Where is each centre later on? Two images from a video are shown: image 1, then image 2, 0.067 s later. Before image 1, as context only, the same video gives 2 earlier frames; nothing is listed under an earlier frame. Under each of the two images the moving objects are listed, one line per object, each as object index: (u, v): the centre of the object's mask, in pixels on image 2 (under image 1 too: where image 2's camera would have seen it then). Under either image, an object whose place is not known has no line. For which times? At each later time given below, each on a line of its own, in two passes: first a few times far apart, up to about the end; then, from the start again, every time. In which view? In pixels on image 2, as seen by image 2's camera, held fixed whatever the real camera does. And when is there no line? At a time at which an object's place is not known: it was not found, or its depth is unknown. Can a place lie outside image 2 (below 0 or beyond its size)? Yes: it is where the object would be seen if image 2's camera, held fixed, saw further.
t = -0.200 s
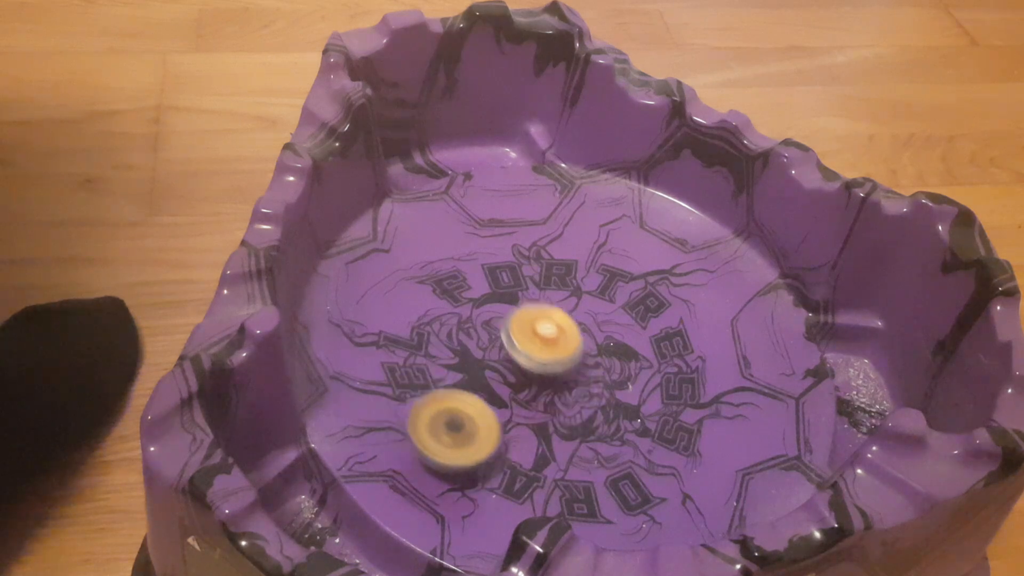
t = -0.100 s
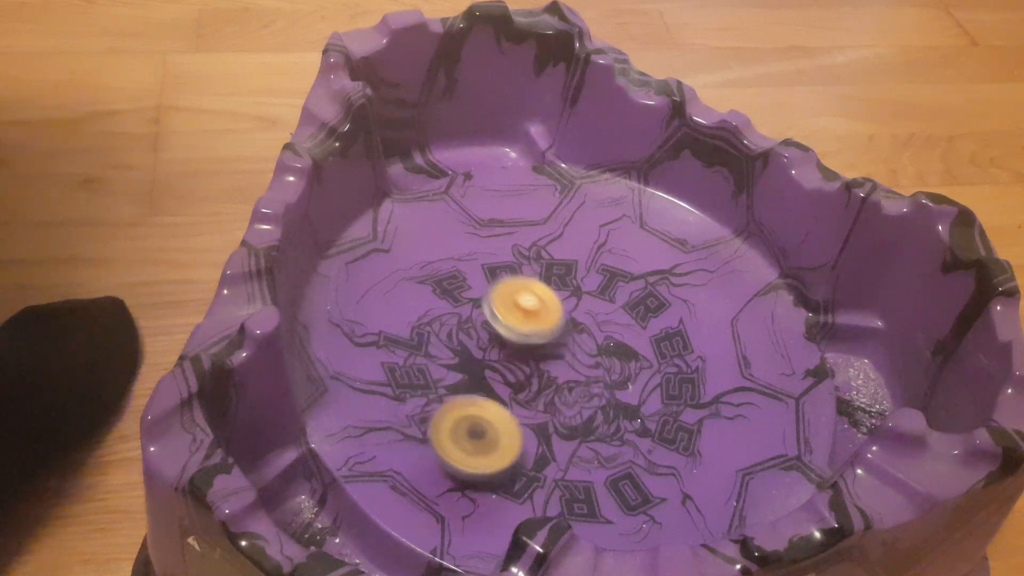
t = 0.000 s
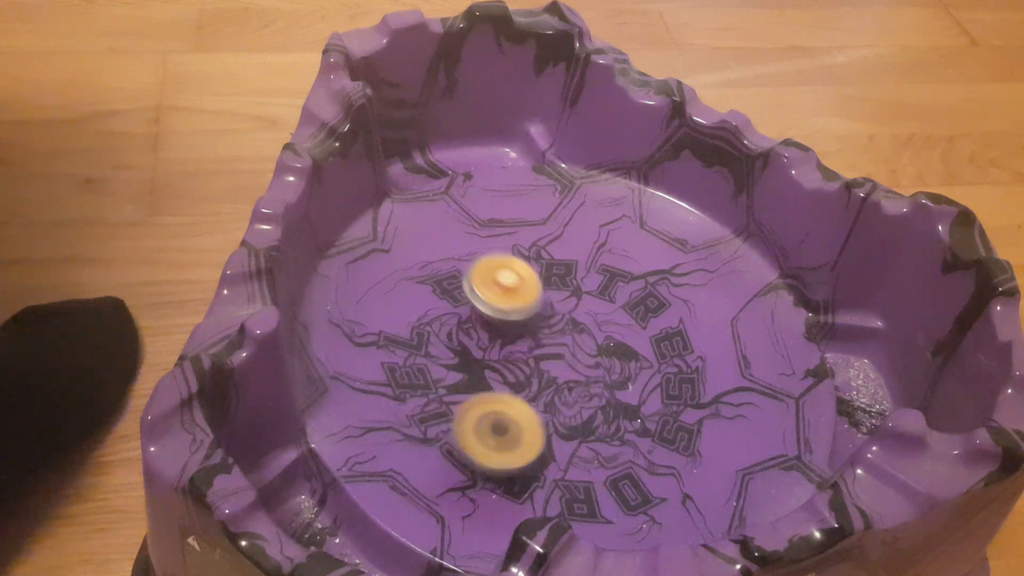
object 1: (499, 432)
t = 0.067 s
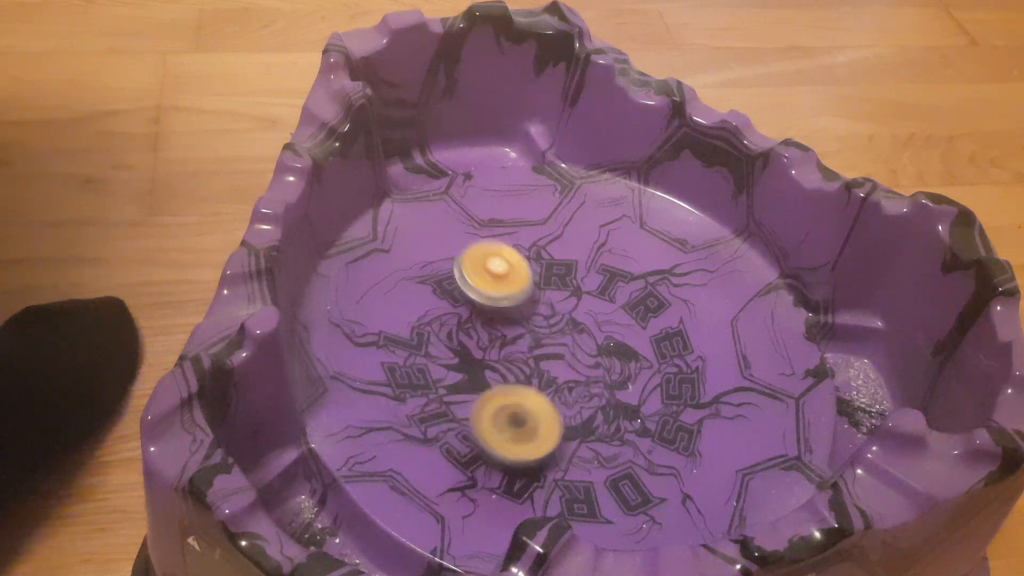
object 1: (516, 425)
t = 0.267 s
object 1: (565, 377)
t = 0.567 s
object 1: (586, 288)
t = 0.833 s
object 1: (662, 258)
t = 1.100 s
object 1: (640, 235)
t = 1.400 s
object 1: (625, 266)
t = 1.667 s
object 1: (622, 317)
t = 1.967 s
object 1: (486, 203)
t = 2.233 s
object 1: (391, 307)
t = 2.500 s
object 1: (366, 384)
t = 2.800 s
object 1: (474, 432)
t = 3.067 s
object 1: (546, 421)
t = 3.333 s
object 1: (591, 446)
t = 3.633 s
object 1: (633, 421)
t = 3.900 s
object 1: (651, 375)
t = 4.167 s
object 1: (646, 368)
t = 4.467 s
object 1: (611, 362)
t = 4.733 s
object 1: (597, 352)
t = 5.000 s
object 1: (625, 373)
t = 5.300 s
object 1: (660, 394)
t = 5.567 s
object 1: (656, 395)
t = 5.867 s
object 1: (625, 389)
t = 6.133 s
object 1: (582, 397)
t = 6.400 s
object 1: (531, 377)
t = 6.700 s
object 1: (511, 347)
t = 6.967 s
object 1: (520, 325)
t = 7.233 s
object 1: (546, 304)
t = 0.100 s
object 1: (526, 419)
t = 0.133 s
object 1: (536, 412)
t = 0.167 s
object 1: (545, 405)
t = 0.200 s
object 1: (552, 396)
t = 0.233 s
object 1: (559, 386)
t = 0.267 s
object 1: (565, 377)
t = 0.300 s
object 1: (570, 367)
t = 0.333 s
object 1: (575, 357)
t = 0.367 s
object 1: (580, 346)
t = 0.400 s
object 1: (583, 336)
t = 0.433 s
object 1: (585, 326)
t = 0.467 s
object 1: (586, 316)
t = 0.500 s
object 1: (586, 306)
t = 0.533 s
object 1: (585, 296)
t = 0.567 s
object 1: (586, 288)
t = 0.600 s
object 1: (605, 288)
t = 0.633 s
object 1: (620, 288)
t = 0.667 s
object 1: (631, 285)
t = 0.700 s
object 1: (638, 280)
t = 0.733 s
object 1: (645, 274)
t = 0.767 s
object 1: (652, 269)
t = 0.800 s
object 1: (657, 264)
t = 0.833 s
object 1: (662, 258)
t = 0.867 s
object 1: (664, 253)
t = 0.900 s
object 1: (663, 248)
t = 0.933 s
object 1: (662, 243)
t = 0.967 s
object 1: (658, 240)
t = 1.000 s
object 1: (654, 237)
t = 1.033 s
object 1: (650, 235)
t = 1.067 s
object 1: (644, 235)
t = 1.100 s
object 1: (640, 235)
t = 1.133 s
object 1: (634, 237)
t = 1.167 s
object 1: (629, 239)
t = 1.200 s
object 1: (624, 243)
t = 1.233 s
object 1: (621, 246)
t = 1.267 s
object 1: (620, 251)
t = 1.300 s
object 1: (620, 256)
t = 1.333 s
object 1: (620, 262)
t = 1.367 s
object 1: (621, 265)
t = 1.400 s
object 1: (625, 266)
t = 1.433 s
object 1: (627, 268)
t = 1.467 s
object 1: (628, 273)
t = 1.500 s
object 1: (628, 281)
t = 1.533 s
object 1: (627, 286)
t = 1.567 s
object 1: (626, 293)
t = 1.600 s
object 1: (624, 300)
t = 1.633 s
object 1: (623, 309)
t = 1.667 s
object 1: (622, 317)
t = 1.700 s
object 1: (618, 302)
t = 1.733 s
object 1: (606, 260)
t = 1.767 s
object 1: (596, 222)
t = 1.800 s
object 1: (583, 186)
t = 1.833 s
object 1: (570, 167)
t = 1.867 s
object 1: (548, 173)
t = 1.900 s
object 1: (524, 186)
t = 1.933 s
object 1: (505, 195)
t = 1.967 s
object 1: (486, 203)
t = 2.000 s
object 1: (469, 214)
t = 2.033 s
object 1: (452, 226)
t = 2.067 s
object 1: (437, 238)
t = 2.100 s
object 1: (424, 251)
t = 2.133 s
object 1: (413, 264)
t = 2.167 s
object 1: (403, 279)
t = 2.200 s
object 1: (396, 293)
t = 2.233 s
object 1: (391, 307)
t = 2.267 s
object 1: (388, 323)
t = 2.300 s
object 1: (388, 340)
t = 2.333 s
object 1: (390, 357)
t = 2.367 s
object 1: (382, 366)
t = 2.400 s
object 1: (357, 366)
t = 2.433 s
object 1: (341, 368)
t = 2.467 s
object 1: (352, 376)
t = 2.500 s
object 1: (366, 384)
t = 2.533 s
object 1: (379, 392)
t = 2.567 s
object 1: (394, 400)
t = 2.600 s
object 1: (408, 407)
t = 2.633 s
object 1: (422, 415)
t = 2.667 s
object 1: (436, 422)
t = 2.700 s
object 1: (449, 427)
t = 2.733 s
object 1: (460, 430)
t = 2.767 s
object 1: (467, 432)
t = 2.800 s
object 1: (474, 432)
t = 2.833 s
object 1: (482, 432)
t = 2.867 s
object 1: (489, 432)
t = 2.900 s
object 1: (500, 430)
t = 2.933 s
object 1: (510, 428)
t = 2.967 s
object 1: (520, 425)
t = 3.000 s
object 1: (531, 421)
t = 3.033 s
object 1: (542, 417)
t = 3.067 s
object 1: (546, 421)
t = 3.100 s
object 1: (545, 435)
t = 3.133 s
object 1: (549, 443)
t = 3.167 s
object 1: (554, 447)
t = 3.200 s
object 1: (562, 448)
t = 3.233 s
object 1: (570, 448)
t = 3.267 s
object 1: (576, 448)
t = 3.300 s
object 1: (584, 448)
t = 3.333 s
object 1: (591, 446)
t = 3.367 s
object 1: (596, 444)
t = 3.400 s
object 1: (602, 443)
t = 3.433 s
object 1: (607, 441)
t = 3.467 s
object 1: (613, 439)
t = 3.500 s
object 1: (617, 436)
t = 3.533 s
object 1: (621, 433)
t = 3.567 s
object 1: (625, 430)
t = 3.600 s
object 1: (630, 425)
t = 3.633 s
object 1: (633, 421)
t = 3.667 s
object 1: (637, 417)
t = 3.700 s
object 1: (641, 411)
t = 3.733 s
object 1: (645, 406)
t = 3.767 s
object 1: (647, 401)
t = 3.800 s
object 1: (650, 395)
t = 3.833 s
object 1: (651, 389)
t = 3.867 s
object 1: (651, 382)
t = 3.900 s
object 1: (651, 375)
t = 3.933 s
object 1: (651, 368)
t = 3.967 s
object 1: (649, 362)
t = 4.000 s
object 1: (649, 362)
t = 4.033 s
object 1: (648, 361)
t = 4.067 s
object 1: (649, 362)
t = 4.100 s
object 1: (648, 362)
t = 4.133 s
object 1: (647, 363)
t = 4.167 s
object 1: (646, 368)
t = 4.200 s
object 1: (642, 372)
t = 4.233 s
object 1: (635, 375)
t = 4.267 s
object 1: (628, 374)
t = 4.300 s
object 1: (622, 373)
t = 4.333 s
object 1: (619, 372)
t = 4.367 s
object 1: (618, 369)
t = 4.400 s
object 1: (616, 368)
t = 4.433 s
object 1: (614, 365)
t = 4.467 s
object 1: (611, 362)
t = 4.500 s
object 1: (608, 360)
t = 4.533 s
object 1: (606, 358)
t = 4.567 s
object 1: (604, 354)
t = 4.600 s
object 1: (601, 352)
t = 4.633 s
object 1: (602, 353)
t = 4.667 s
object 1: (601, 354)
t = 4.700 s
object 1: (599, 353)
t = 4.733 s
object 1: (597, 352)
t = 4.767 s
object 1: (597, 351)
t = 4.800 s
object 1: (596, 349)
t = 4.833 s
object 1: (595, 347)
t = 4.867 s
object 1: (593, 346)
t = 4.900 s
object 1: (597, 349)
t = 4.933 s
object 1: (610, 361)
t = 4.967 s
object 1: (618, 369)
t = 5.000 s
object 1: (625, 373)
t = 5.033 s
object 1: (631, 378)
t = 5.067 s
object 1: (637, 380)
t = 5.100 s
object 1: (642, 384)
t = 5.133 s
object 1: (646, 386)
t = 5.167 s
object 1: (650, 389)
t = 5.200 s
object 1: (653, 391)
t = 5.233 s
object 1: (656, 392)
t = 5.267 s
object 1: (658, 393)
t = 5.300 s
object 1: (660, 394)
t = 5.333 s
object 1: (661, 395)
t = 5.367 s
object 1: (661, 395)
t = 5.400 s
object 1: (661, 395)
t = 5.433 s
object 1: (661, 396)
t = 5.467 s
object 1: (661, 396)
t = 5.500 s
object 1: (660, 396)
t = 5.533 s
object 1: (658, 396)
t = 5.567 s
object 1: (656, 395)
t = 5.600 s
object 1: (654, 393)
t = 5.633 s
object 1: (650, 393)
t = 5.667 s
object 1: (647, 391)
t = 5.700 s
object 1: (644, 390)
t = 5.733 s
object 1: (641, 389)
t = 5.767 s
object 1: (636, 387)
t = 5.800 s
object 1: (631, 386)
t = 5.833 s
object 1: (627, 384)
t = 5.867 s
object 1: (625, 389)
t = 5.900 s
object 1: (622, 398)
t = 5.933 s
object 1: (616, 402)
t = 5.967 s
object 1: (612, 402)
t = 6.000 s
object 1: (607, 402)
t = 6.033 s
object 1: (601, 401)
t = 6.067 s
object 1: (595, 400)
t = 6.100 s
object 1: (588, 398)
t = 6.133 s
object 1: (582, 397)
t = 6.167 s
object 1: (575, 395)
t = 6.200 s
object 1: (568, 392)
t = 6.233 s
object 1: (562, 391)
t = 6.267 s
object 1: (555, 389)
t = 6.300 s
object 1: (548, 385)
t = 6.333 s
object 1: (542, 383)
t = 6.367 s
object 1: (536, 379)
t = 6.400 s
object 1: (531, 377)
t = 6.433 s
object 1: (526, 374)
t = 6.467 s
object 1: (523, 371)
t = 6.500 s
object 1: (521, 367)
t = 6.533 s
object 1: (519, 364)
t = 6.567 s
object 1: (517, 361)
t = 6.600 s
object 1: (515, 358)
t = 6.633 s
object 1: (513, 354)
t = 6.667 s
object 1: (512, 350)
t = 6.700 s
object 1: (511, 347)
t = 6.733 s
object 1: (510, 344)
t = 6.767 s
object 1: (510, 342)
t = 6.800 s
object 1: (510, 340)
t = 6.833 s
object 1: (511, 338)
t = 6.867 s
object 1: (513, 335)
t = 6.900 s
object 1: (516, 332)
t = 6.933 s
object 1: (518, 328)
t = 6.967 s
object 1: (520, 325)
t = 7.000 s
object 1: (523, 321)
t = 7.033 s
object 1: (525, 318)
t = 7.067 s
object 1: (527, 315)
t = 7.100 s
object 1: (530, 312)
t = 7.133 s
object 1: (533, 310)
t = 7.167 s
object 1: (537, 307)
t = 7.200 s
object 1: (541, 305)
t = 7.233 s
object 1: (546, 304)
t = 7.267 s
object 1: (551, 303)
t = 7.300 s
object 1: (555, 301)
